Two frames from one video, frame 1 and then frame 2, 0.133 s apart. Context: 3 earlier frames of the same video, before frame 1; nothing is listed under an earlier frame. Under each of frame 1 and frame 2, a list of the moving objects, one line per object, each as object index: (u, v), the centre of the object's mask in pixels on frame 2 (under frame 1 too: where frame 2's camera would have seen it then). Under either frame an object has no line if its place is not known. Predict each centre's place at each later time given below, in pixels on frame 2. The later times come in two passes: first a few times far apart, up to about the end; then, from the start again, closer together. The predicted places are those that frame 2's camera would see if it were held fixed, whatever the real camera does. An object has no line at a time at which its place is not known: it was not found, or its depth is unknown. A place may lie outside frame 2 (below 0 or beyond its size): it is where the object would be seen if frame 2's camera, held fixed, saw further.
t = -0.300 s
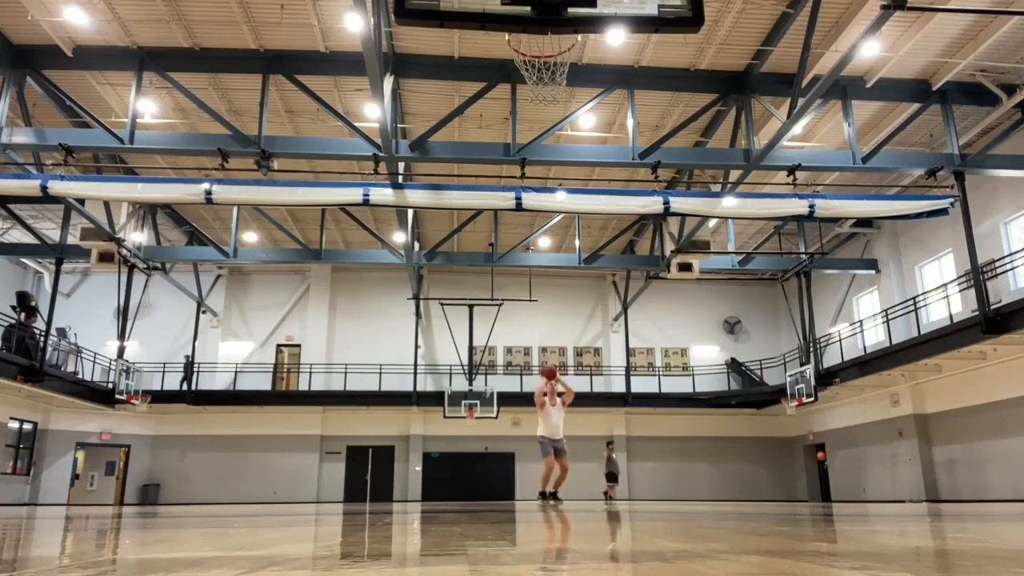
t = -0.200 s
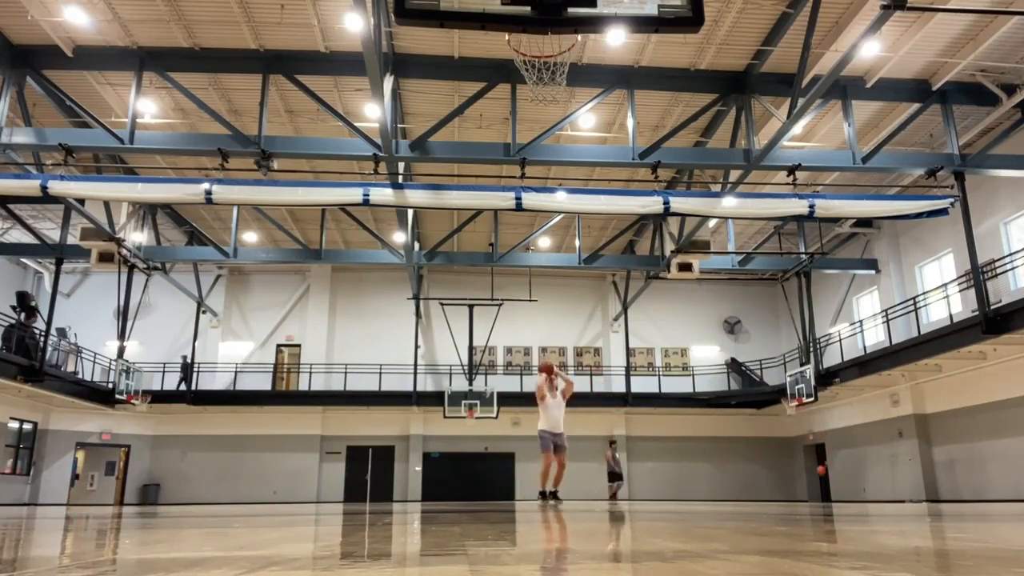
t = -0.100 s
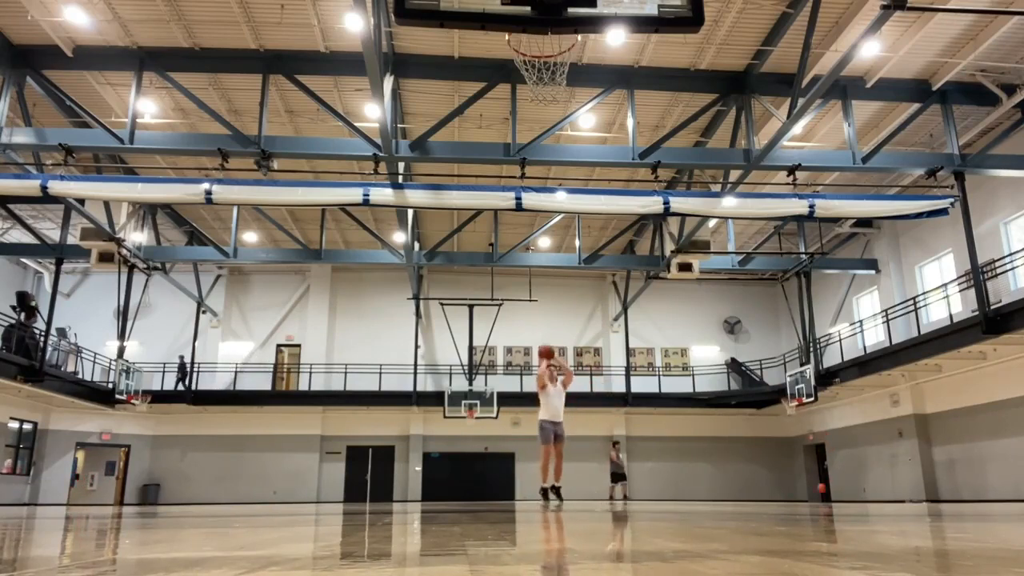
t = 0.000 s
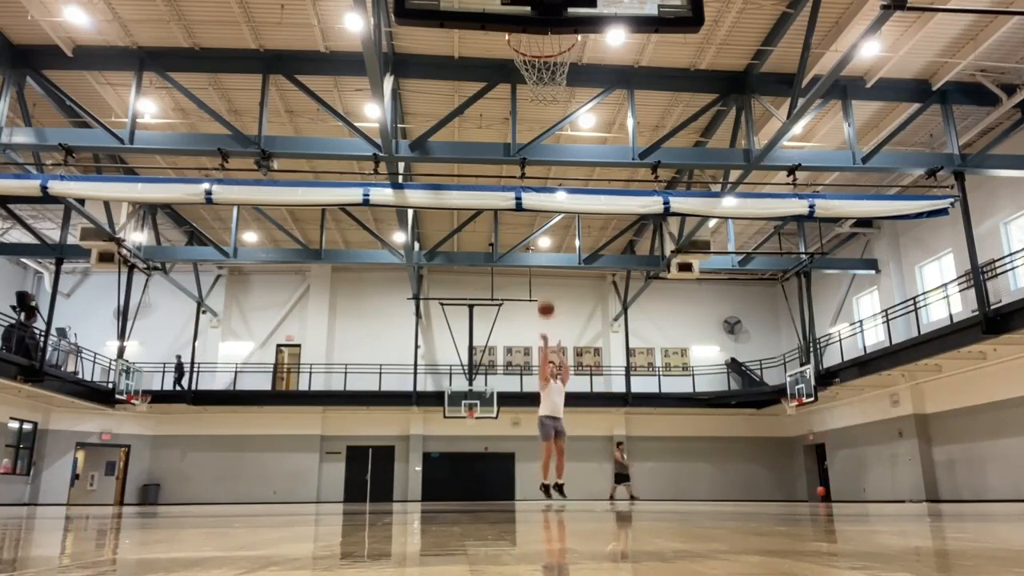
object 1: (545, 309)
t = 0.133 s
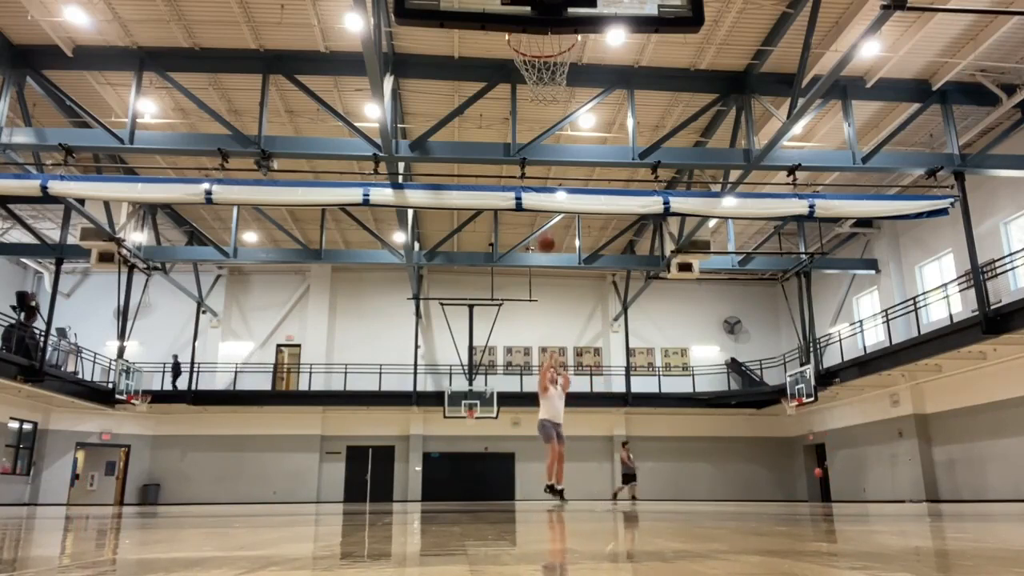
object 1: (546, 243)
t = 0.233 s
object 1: (546, 197)
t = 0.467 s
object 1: (548, 109)
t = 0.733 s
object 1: (551, 42)
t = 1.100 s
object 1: (558, 37)
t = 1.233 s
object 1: (539, 63)
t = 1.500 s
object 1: (464, 171)
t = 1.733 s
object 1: (390, 366)
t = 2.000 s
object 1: (333, 349)
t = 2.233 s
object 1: (305, 256)
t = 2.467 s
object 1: (275, 252)
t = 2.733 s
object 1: (238, 333)
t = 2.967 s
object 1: (199, 483)
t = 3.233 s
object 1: (180, 386)
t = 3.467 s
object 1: (159, 367)
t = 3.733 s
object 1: (126, 431)
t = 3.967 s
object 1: (103, 458)
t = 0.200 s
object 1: (546, 212)
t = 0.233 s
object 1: (546, 197)
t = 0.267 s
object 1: (546, 185)
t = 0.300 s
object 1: (547, 170)
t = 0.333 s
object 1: (546, 157)
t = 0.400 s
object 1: (546, 132)
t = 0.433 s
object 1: (547, 120)
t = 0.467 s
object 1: (548, 109)
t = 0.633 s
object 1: (548, 54)
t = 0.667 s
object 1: (549, 50)
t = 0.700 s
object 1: (550, 45)
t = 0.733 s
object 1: (551, 42)
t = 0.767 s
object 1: (551, 38)
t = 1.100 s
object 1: (558, 37)
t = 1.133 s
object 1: (557, 39)
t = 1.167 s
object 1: (558, 43)
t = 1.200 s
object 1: (548, 50)
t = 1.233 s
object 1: (539, 63)
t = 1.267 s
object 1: (530, 69)
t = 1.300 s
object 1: (520, 78)
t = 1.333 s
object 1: (511, 90)
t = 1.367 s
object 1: (502, 103)
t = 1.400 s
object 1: (493, 117)
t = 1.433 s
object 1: (483, 133)
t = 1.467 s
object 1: (474, 151)
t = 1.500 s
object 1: (464, 171)
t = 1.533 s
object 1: (454, 192)
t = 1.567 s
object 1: (444, 217)
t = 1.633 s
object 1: (424, 271)
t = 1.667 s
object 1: (413, 300)
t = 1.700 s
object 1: (401, 331)
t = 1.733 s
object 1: (390, 366)
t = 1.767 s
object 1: (378, 405)
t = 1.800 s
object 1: (366, 449)
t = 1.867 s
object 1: (350, 460)
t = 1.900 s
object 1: (345, 427)
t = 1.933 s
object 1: (341, 398)
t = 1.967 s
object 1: (337, 372)
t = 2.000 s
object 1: (333, 349)
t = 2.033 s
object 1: (328, 329)
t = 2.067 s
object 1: (325, 312)
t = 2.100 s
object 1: (320, 297)
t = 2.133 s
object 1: (316, 284)
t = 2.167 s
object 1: (312, 272)
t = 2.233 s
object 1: (305, 256)
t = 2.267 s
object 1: (301, 250)
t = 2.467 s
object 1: (275, 252)
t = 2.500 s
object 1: (271, 257)
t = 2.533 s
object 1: (266, 263)
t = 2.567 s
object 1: (262, 271)
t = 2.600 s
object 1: (257, 281)
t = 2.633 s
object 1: (253, 293)
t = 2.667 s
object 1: (248, 305)
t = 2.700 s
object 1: (243, 319)
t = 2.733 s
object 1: (238, 333)
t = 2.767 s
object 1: (233, 350)
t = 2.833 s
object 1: (222, 391)
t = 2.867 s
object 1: (217, 408)
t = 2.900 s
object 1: (210, 434)
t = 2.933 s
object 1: (205, 459)
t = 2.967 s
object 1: (199, 483)
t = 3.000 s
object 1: (195, 483)
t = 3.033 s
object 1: (193, 464)
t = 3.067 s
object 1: (191, 447)
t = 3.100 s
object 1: (189, 431)
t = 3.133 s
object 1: (187, 415)
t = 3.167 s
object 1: (185, 404)
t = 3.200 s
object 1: (183, 393)
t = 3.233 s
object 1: (180, 386)
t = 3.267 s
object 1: (177, 379)
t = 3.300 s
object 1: (175, 373)
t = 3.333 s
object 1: (172, 368)
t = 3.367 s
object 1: (169, 366)
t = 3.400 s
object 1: (166, 365)
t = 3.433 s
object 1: (162, 365)
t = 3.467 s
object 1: (159, 367)
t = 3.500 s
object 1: (155, 370)
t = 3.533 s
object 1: (152, 374)
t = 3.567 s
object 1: (148, 381)
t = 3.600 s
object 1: (144, 387)
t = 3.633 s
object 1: (140, 396)
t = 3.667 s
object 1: (136, 406)
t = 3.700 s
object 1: (131, 416)
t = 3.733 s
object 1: (126, 431)
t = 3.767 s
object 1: (121, 444)
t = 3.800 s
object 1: (117, 459)
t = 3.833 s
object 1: (112, 476)
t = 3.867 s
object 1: (106, 493)
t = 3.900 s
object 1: (104, 483)
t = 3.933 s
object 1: (103, 470)
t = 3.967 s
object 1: (103, 458)
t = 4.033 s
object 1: (100, 439)
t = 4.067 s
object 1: (99, 432)
